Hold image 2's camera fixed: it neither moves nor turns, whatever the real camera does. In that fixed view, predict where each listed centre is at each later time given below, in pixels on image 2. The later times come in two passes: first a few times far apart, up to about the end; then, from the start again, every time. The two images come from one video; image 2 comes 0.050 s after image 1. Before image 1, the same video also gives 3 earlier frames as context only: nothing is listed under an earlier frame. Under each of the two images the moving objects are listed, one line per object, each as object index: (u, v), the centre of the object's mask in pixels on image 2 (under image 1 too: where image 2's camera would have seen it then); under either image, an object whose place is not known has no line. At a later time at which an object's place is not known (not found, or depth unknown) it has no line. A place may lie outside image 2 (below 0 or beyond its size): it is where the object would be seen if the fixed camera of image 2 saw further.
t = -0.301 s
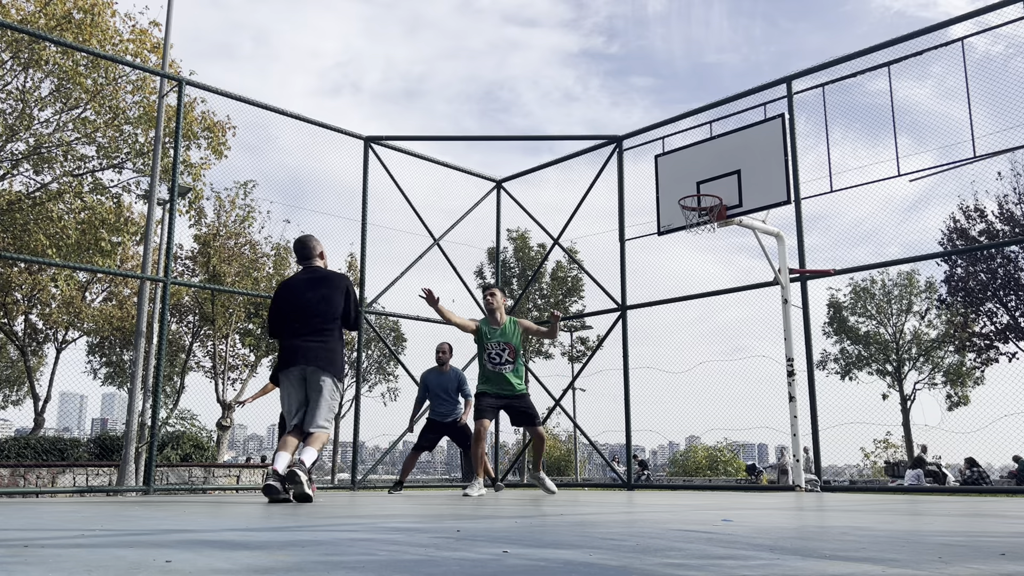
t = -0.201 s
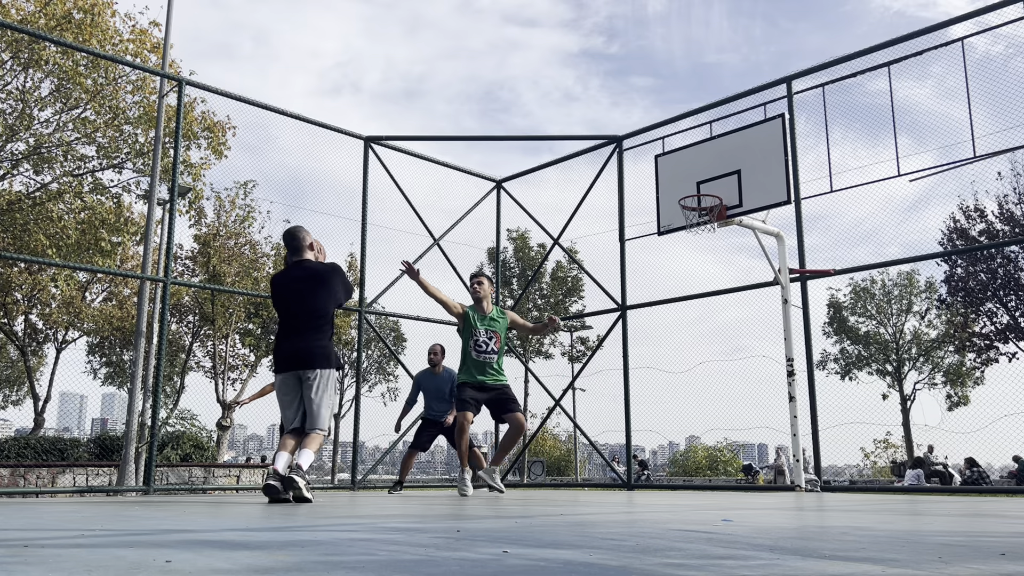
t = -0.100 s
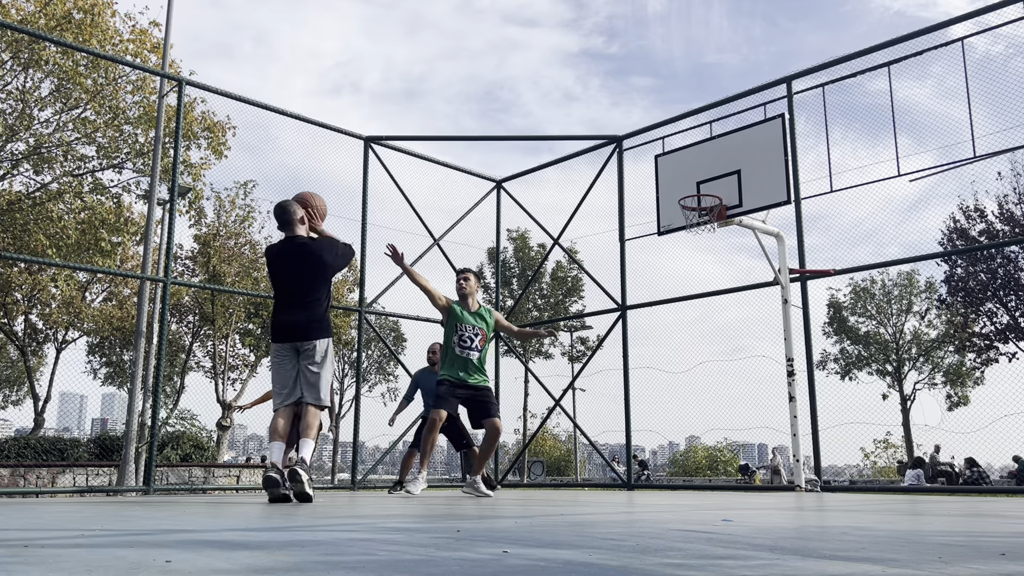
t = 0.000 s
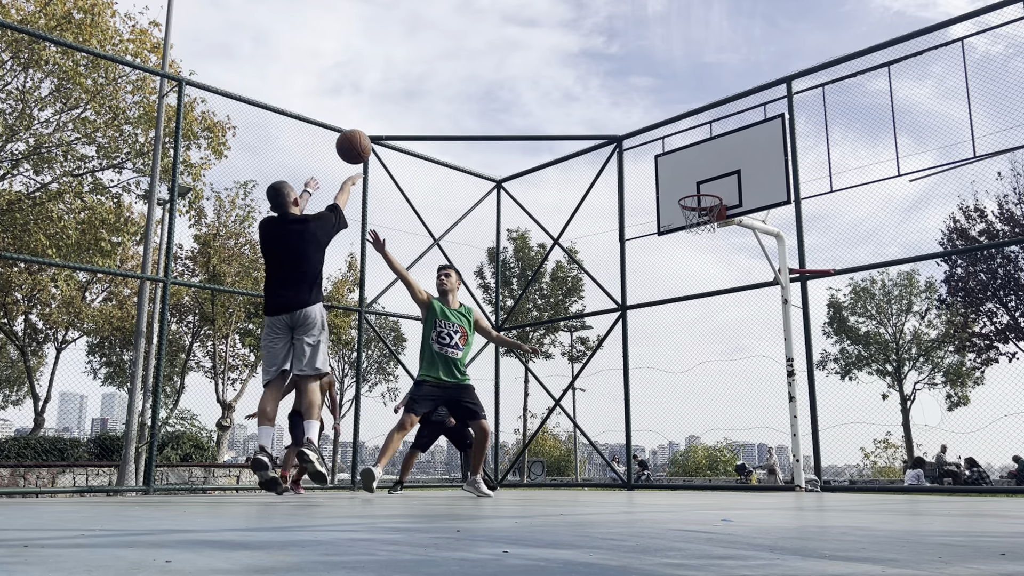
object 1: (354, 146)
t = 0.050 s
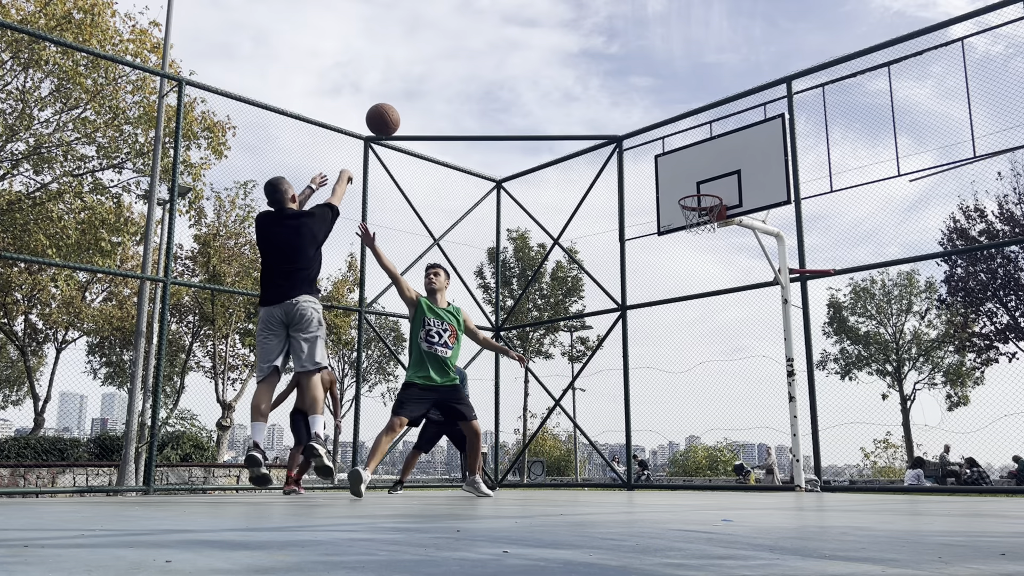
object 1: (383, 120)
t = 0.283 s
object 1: (493, 54)
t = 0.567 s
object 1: (589, 63)
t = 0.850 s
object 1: (665, 137)
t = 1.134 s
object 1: (713, 244)
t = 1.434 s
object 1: (728, 383)
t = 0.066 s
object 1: (392, 112)
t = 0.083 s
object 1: (401, 105)
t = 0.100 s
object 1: (410, 98)
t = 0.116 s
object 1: (418, 92)
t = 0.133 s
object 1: (426, 86)
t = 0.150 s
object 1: (434, 81)
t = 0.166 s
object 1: (442, 77)
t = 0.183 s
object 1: (450, 72)
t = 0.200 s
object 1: (457, 68)
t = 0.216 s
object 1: (465, 65)
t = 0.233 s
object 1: (472, 62)
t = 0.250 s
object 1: (479, 59)
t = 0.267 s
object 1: (486, 56)
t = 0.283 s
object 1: (493, 54)
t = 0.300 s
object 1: (499, 53)
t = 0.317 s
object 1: (506, 51)
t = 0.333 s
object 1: (512, 50)
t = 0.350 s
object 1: (518, 49)
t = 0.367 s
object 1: (524, 49)
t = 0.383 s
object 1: (530, 49)
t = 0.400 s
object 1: (536, 49)
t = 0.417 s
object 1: (542, 49)
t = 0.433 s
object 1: (548, 50)
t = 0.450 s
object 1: (553, 51)
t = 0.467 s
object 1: (559, 52)
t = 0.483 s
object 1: (564, 53)
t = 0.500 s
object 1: (569, 55)
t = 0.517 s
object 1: (574, 56)
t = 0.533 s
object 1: (579, 58)
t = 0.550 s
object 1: (584, 61)
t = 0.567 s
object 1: (589, 63)
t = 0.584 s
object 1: (594, 66)
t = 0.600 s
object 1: (599, 69)
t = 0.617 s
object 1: (603, 72)
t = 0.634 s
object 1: (608, 76)
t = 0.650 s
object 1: (613, 79)
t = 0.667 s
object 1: (617, 83)
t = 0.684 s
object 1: (622, 87)
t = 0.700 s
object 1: (627, 91)
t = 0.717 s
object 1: (631, 96)
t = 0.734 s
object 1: (635, 100)
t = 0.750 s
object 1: (640, 105)
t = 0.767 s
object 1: (644, 110)
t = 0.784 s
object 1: (648, 115)
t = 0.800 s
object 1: (652, 120)
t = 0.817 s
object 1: (657, 125)
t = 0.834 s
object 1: (661, 131)
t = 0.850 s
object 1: (665, 137)
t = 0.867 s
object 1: (668, 142)
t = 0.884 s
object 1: (672, 149)
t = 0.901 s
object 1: (676, 155)
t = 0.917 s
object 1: (680, 162)
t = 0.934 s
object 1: (684, 168)
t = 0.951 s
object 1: (688, 175)
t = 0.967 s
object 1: (692, 182)
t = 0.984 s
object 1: (695, 187)
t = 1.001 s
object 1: (700, 195)
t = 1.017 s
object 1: (704, 204)
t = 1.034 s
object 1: (707, 211)
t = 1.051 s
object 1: (710, 215)
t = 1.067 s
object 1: (710, 223)
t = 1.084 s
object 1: (711, 226)
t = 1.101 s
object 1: (711, 232)
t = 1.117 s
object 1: (712, 238)
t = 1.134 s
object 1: (713, 244)
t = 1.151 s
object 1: (714, 250)
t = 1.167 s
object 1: (714, 256)
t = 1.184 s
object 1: (715, 262)
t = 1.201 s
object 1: (716, 269)
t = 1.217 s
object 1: (717, 276)
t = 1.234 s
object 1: (717, 282)
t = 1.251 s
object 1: (718, 290)
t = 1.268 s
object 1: (719, 297)
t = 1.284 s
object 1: (720, 305)
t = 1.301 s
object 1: (721, 313)
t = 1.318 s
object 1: (721, 321)
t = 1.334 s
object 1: (722, 329)
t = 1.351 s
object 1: (723, 337)
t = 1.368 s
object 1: (724, 346)
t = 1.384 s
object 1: (725, 355)
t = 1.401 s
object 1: (726, 364)
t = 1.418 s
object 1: (727, 373)
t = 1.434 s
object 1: (728, 383)
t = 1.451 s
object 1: (729, 393)
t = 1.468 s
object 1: (730, 403)
